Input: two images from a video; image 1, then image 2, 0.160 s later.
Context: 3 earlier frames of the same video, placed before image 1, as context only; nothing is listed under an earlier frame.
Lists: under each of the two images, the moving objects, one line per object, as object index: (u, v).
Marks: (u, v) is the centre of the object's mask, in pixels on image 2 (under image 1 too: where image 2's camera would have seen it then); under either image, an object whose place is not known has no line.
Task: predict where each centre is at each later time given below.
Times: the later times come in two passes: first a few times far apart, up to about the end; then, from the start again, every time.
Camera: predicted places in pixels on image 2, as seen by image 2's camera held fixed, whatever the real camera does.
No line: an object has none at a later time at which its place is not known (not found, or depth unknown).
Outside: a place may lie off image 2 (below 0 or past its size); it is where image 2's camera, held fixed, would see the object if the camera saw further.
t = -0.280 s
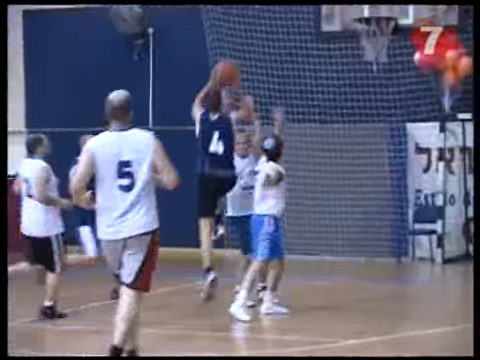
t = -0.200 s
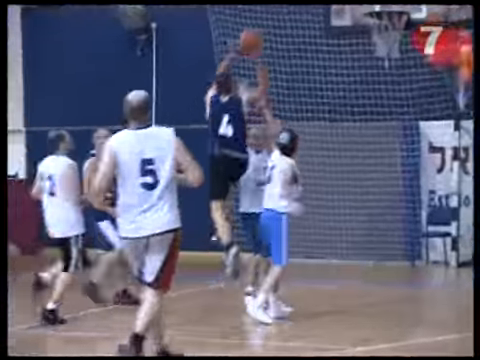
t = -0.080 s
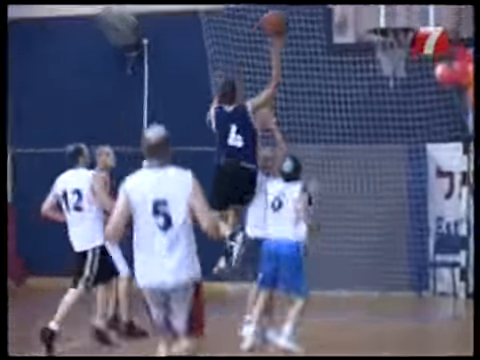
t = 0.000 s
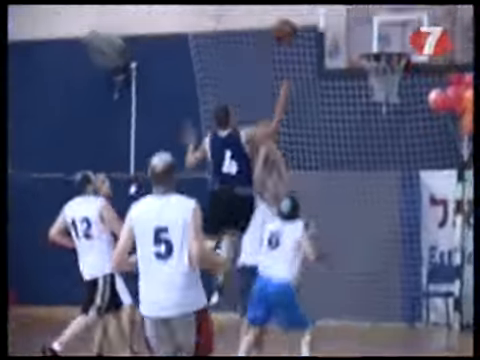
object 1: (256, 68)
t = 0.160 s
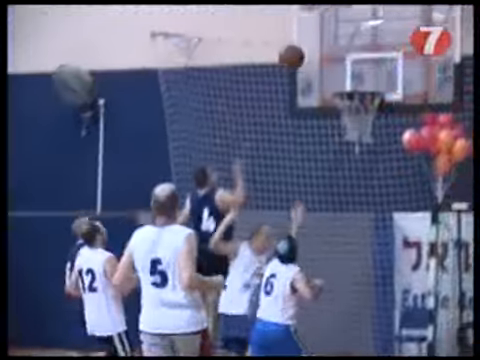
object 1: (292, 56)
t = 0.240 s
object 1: (308, 61)
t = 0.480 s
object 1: (348, 74)
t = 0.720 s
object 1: (356, 82)
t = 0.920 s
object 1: (342, 107)
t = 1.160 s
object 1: (350, 145)
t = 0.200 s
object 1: (299, 58)
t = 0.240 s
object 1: (308, 61)
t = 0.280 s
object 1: (316, 66)
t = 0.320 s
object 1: (325, 70)
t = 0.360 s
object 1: (333, 81)
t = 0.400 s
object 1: (338, 78)
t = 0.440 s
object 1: (343, 75)
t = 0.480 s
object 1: (348, 74)
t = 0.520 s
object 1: (354, 75)
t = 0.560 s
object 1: (359, 76)
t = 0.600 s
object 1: (362, 78)
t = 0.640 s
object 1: (361, 78)
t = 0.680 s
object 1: (359, 80)
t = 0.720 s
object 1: (356, 82)
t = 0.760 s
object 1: (355, 85)
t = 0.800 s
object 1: (354, 90)
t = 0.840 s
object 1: (346, 104)
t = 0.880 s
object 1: (344, 107)
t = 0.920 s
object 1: (342, 107)
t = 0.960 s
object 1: (343, 109)
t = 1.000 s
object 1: (353, 119)
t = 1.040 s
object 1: (349, 122)
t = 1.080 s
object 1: (350, 132)
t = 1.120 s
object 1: (349, 136)
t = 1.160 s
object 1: (350, 145)
